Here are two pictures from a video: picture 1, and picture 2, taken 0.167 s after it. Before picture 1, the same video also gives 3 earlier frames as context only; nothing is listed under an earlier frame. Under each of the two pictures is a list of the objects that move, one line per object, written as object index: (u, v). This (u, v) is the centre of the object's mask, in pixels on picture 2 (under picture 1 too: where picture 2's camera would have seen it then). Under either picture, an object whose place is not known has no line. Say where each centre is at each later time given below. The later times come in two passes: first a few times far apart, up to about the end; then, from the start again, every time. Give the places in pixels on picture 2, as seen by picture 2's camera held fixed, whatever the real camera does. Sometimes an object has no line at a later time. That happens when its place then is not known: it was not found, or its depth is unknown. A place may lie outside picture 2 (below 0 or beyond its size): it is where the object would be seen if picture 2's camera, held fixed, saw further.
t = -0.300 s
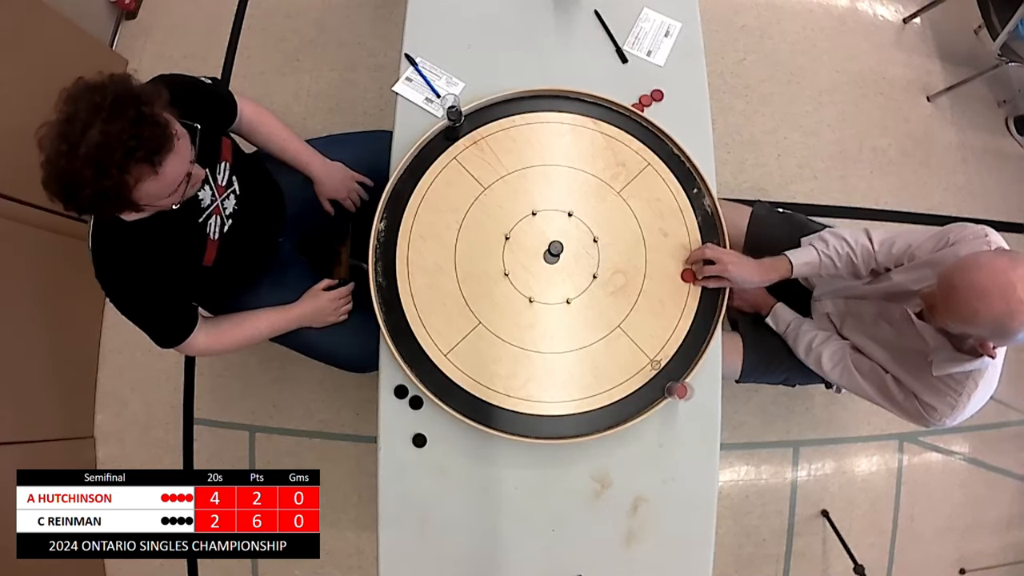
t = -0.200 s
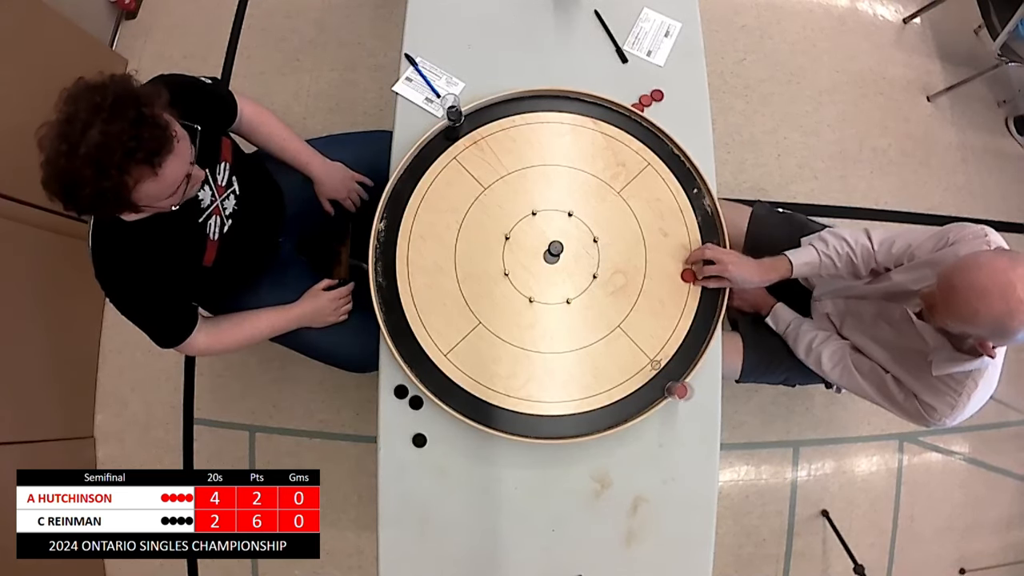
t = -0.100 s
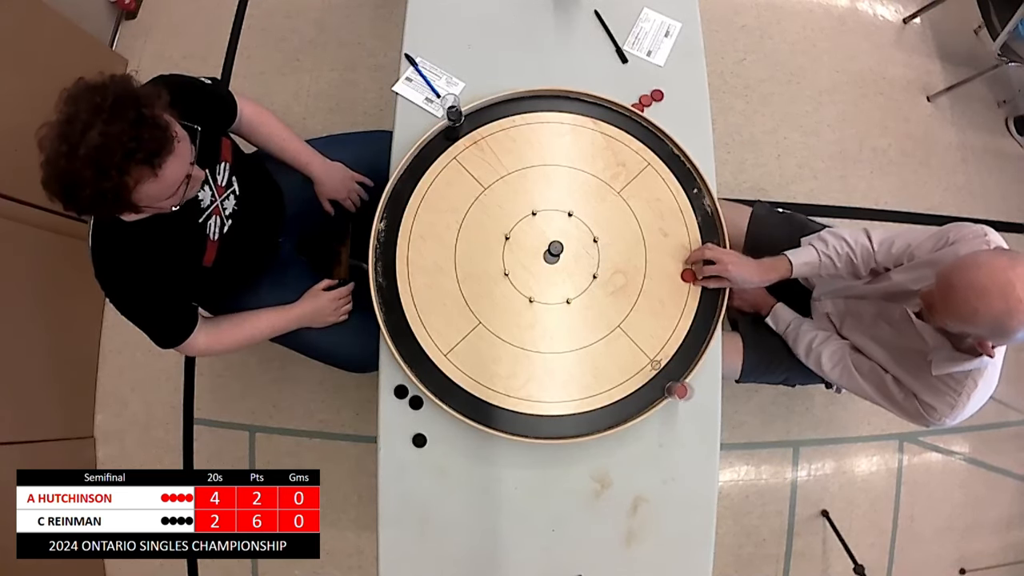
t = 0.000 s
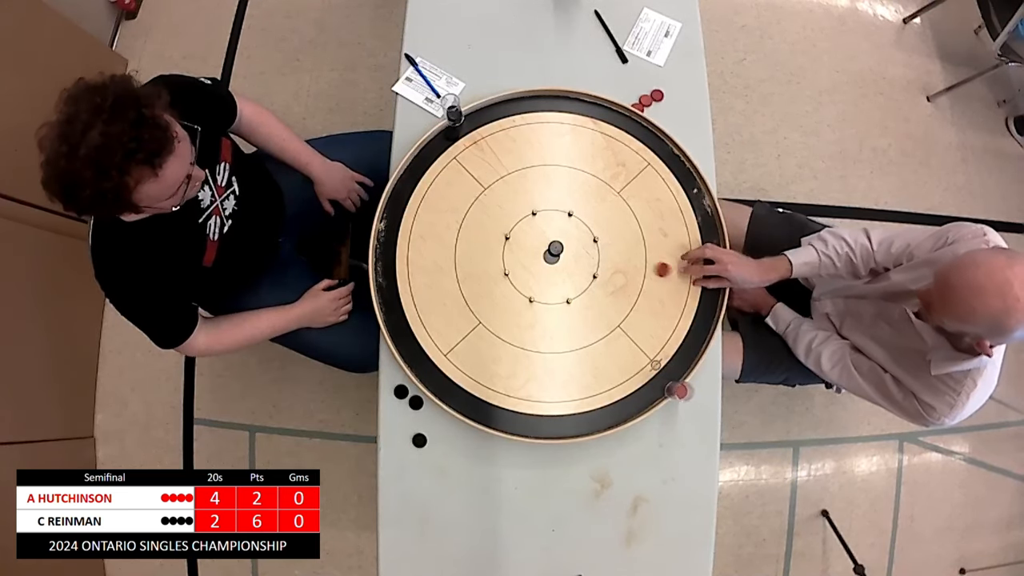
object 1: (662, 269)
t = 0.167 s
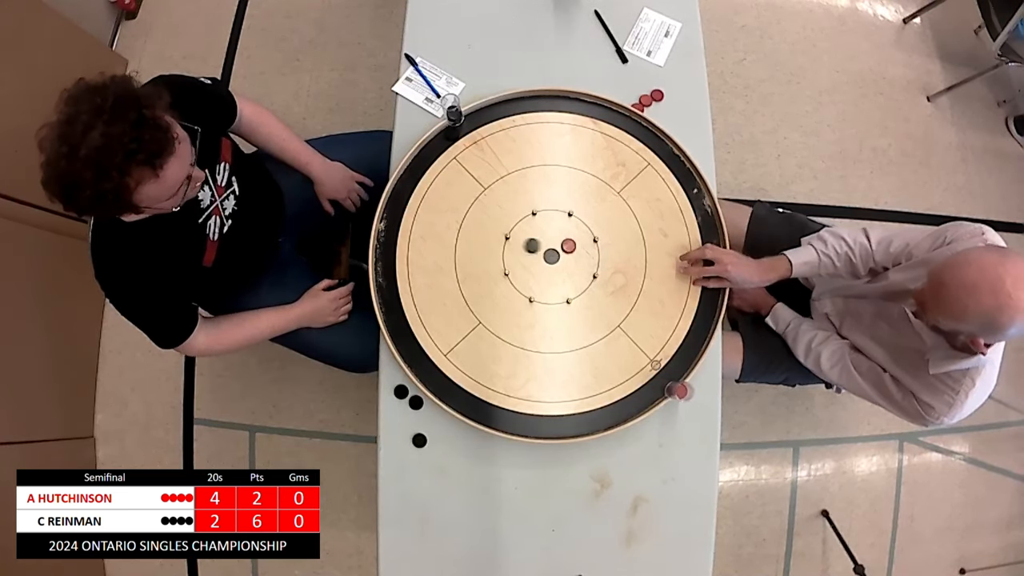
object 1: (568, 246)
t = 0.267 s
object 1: (565, 240)
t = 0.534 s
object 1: (567, 237)
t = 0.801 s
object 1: (580, 231)
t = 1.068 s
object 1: (580, 231)
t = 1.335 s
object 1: (580, 231)
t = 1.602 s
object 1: (580, 231)
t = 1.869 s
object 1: (580, 231)
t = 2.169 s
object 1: (580, 231)
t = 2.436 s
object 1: (580, 231)
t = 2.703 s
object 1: (580, 231)
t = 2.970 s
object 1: (580, 231)
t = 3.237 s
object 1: (580, 231)
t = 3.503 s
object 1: (580, 231)
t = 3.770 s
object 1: (580, 231)
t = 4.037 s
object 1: (580, 231)
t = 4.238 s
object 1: (580, 231)
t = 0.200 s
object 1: (567, 243)
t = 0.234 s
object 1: (566, 241)
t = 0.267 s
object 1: (565, 240)
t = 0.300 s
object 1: (565, 239)
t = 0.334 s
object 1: (564, 238)
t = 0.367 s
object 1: (564, 238)
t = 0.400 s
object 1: (564, 238)
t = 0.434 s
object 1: (564, 238)
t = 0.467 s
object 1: (564, 238)
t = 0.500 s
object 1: (566, 237)
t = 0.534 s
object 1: (567, 237)
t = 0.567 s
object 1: (569, 236)
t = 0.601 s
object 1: (570, 235)
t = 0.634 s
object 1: (573, 234)
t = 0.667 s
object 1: (575, 233)
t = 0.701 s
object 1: (577, 232)
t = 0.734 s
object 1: (578, 232)
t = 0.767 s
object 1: (579, 231)
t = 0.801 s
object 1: (580, 231)
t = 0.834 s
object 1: (580, 231)
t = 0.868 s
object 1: (580, 231)
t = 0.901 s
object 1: (580, 231)
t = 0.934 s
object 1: (580, 231)
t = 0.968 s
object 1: (580, 231)
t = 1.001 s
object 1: (580, 231)
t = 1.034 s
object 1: (580, 231)
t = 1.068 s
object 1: (580, 231)
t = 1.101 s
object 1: (580, 231)
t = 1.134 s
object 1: (580, 231)
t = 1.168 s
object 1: (580, 231)
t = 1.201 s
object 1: (580, 231)
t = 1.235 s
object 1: (580, 231)
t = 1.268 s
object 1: (580, 231)
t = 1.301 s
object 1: (580, 231)
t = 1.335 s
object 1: (580, 231)
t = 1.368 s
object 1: (580, 231)
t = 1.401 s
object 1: (580, 231)
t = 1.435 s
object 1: (580, 231)
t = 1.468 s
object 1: (580, 231)
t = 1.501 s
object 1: (580, 231)
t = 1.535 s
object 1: (580, 231)
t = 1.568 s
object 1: (580, 231)
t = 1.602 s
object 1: (580, 231)
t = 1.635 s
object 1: (580, 231)
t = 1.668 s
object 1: (580, 231)
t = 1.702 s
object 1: (580, 231)
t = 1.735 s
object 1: (580, 231)
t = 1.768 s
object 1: (580, 231)
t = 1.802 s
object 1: (580, 231)
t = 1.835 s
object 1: (580, 231)
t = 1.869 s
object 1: (580, 231)
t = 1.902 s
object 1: (580, 231)
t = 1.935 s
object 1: (580, 231)
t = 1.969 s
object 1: (580, 231)
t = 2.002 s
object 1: (580, 231)
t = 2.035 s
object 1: (580, 231)
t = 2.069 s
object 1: (580, 231)
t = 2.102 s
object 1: (580, 231)
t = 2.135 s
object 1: (580, 231)
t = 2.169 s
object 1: (580, 231)
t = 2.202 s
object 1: (580, 231)
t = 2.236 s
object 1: (580, 231)
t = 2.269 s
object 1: (580, 231)
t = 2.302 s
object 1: (580, 231)
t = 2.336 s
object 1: (580, 231)
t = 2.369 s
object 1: (580, 231)
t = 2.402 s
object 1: (580, 231)
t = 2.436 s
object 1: (580, 231)
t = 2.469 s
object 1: (580, 231)
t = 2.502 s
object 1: (580, 231)
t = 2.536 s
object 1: (580, 231)
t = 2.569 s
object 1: (580, 231)
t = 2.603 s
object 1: (580, 231)
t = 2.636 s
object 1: (580, 231)
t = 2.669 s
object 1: (580, 231)
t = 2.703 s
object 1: (580, 231)
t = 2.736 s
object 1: (580, 231)
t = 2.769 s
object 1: (580, 231)
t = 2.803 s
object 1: (580, 231)
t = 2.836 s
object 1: (580, 231)
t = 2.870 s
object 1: (580, 231)
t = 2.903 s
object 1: (580, 231)
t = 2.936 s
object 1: (580, 231)
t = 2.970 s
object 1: (580, 231)
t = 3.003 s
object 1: (580, 231)
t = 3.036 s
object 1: (580, 231)
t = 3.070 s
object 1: (580, 231)
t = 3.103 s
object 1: (580, 231)
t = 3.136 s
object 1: (580, 231)
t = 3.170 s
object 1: (580, 231)
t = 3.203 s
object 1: (580, 231)
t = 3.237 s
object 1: (580, 231)
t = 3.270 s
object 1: (580, 231)
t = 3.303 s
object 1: (580, 231)
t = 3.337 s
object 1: (580, 231)
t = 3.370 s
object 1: (580, 231)
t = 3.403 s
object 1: (580, 231)
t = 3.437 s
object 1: (580, 231)
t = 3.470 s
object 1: (580, 231)
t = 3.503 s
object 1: (580, 231)
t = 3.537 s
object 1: (580, 231)
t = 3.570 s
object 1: (580, 231)
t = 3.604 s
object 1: (580, 231)
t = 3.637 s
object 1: (580, 231)
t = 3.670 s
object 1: (580, 231)
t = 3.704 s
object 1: (580, 231)
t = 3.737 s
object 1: (580, 231)
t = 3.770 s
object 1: (580, 231)
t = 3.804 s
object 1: (580, 231)
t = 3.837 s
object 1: (580, 231)
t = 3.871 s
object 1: (580, 231)
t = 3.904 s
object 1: (580, 231)
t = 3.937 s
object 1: (580, 231)
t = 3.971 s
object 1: (580, 231)
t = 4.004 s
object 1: (580, 231)
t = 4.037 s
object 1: (580, 231)
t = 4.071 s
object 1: (580, 231)
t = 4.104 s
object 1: (580, 231)
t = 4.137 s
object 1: (580, 231)
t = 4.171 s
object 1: (580, 231)
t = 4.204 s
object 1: (580, 231)
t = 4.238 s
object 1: (580, 231)
